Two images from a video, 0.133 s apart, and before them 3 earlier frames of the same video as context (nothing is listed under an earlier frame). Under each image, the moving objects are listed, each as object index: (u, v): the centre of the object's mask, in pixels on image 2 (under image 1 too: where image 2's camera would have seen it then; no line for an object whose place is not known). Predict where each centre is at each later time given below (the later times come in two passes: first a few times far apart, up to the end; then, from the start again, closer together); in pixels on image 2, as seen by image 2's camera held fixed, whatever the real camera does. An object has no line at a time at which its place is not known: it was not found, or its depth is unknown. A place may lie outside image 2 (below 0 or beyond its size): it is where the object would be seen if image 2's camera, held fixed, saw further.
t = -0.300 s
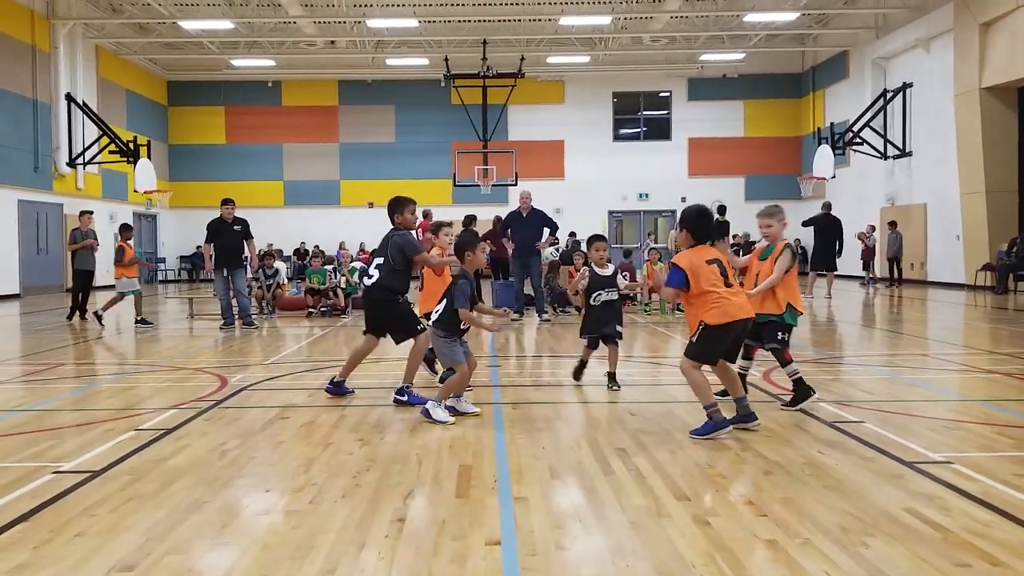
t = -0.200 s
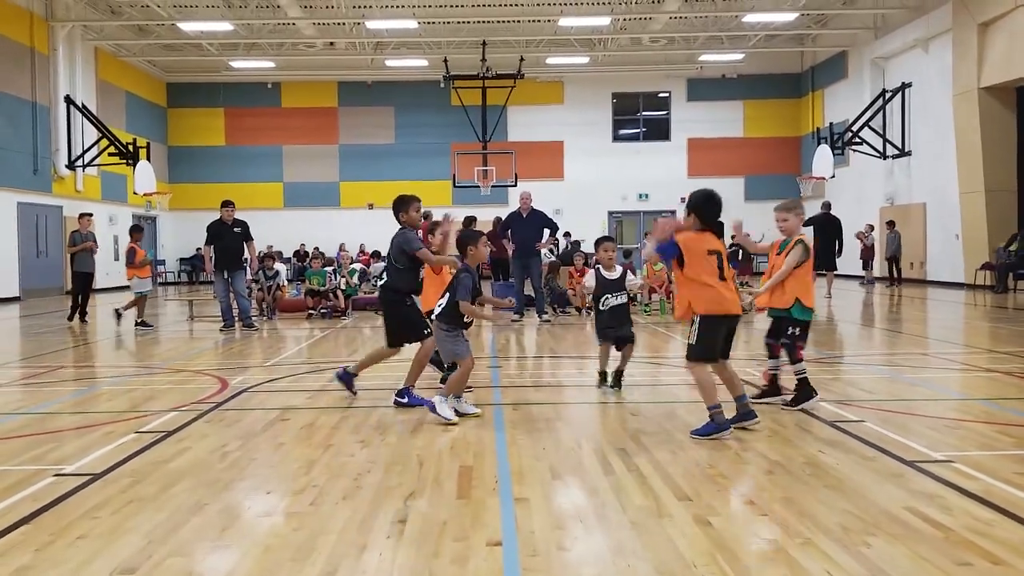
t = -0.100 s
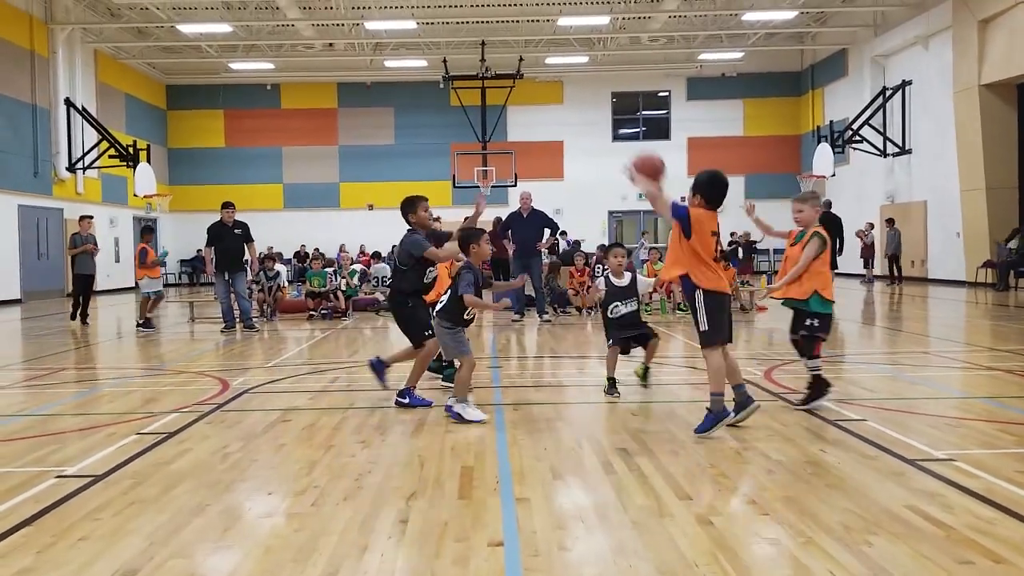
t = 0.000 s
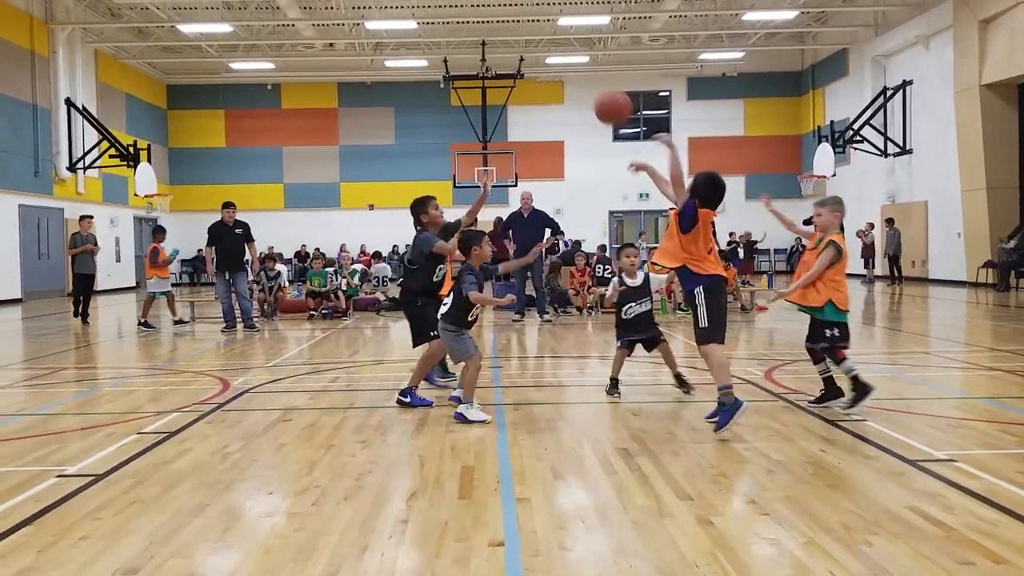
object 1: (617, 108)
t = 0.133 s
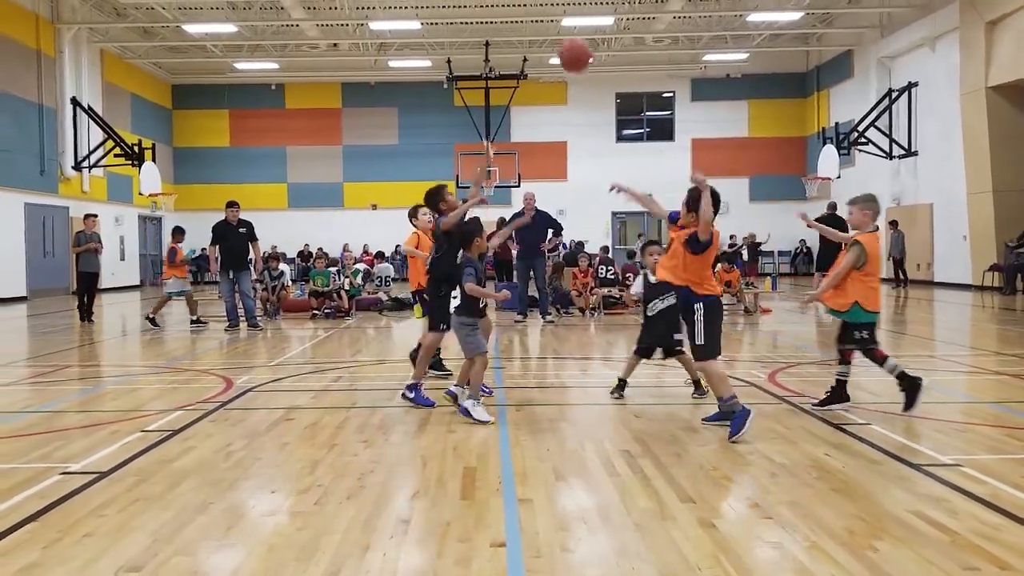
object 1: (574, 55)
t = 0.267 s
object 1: (538, 32)
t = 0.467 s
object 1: (491, 46)
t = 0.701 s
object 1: (444, 123)
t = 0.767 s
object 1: (435, 154)
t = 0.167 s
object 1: (565, 45)
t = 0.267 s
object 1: (538, 32)
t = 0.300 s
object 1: (529, 30)
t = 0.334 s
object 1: (521, 31)
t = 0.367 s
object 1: (513, 33)
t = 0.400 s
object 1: (506, 35)
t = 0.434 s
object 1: (498, 40)
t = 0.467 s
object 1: (491, 46)
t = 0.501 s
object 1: (483, 55)
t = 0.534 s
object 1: (477, 63)
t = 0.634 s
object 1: (458, 94)
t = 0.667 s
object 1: (451, 107)
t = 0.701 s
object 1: (444, 123)
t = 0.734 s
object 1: (439, 138)
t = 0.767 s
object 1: (435, 154)
